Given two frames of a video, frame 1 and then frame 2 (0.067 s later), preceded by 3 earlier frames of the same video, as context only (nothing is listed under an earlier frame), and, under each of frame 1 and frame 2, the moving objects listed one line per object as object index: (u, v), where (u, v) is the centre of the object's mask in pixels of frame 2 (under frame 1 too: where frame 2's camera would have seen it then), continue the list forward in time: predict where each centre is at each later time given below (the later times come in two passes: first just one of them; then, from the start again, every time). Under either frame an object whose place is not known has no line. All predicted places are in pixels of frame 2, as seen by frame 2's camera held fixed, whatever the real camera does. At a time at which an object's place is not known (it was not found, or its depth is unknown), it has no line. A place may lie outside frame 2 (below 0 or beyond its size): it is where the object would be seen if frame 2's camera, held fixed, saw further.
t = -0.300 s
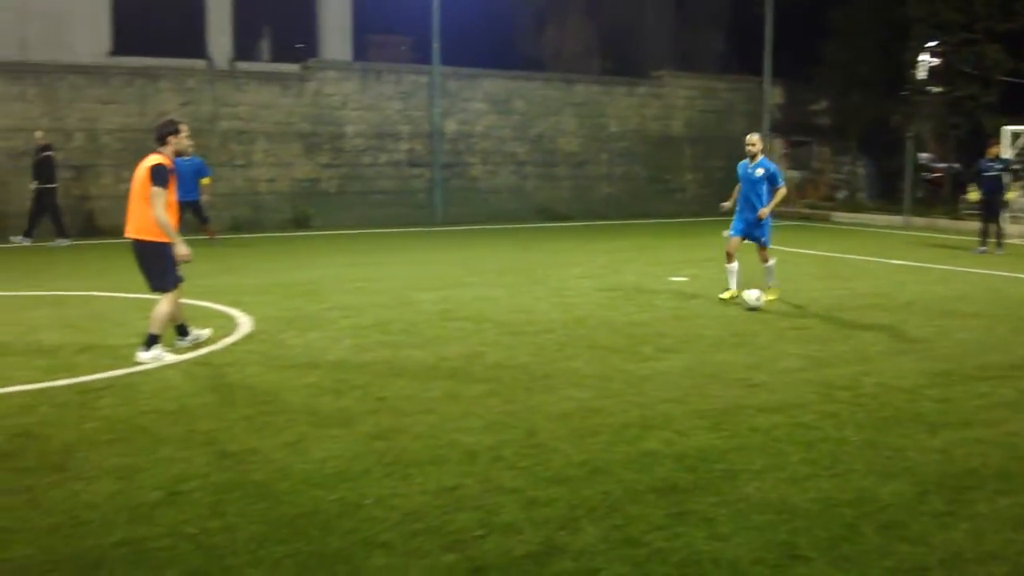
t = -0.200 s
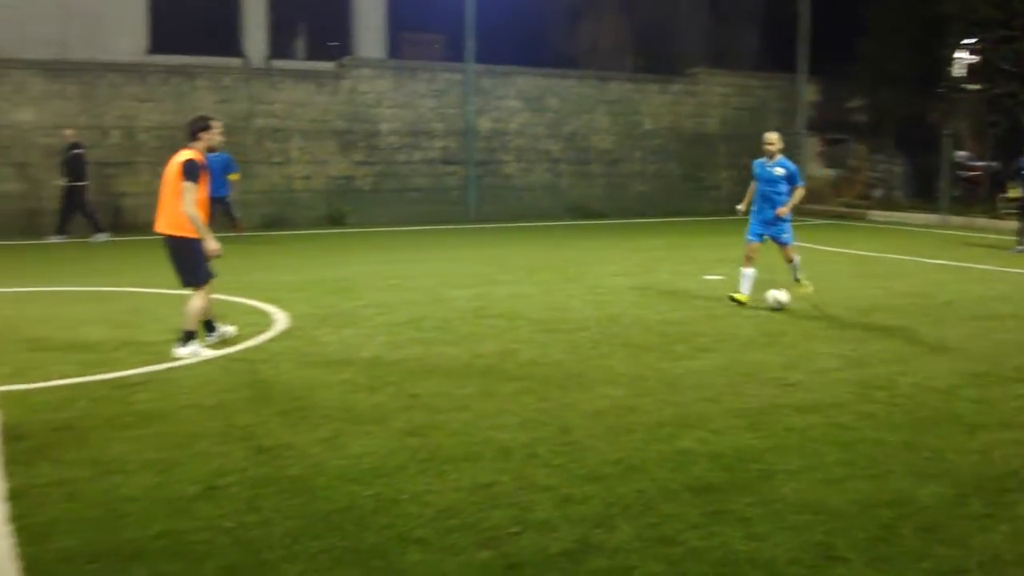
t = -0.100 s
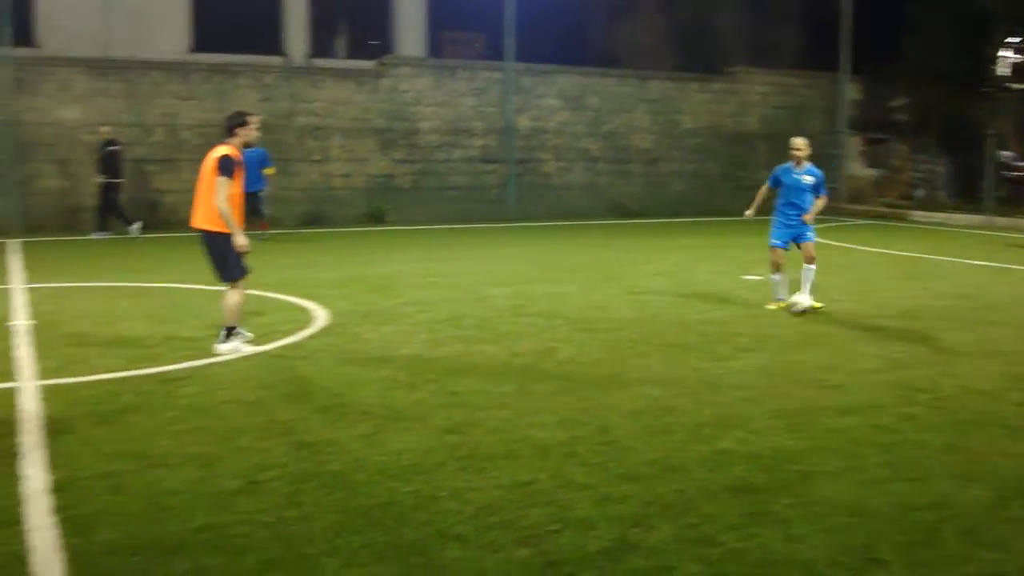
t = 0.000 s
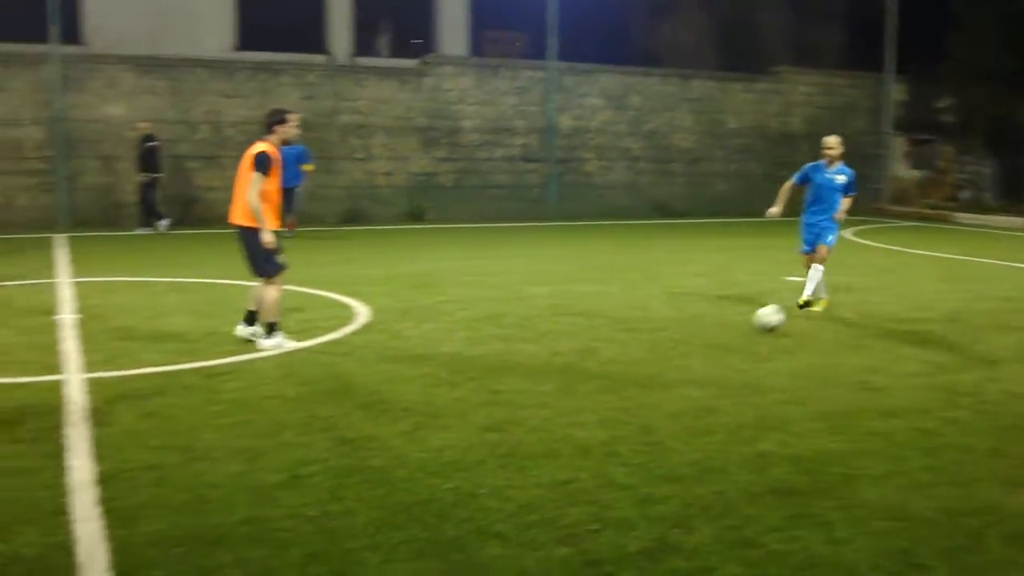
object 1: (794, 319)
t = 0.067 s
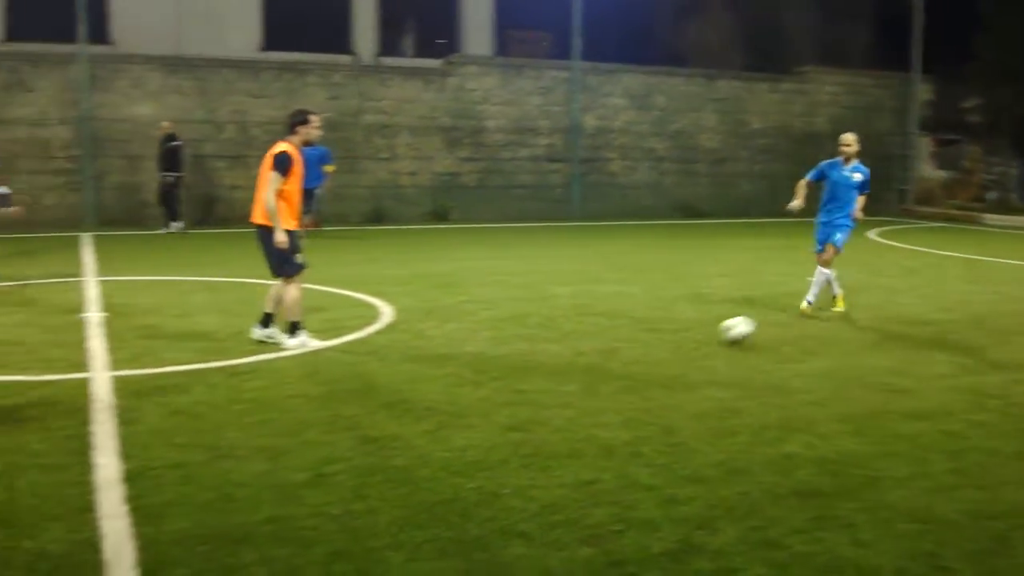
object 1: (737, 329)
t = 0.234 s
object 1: (572, 361)
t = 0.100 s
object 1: (706, 334)
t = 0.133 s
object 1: (675, 340)
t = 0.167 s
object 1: (640, 347)
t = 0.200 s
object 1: (607, 354)
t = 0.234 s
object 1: (572, 361)
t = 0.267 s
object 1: (533, 367)
